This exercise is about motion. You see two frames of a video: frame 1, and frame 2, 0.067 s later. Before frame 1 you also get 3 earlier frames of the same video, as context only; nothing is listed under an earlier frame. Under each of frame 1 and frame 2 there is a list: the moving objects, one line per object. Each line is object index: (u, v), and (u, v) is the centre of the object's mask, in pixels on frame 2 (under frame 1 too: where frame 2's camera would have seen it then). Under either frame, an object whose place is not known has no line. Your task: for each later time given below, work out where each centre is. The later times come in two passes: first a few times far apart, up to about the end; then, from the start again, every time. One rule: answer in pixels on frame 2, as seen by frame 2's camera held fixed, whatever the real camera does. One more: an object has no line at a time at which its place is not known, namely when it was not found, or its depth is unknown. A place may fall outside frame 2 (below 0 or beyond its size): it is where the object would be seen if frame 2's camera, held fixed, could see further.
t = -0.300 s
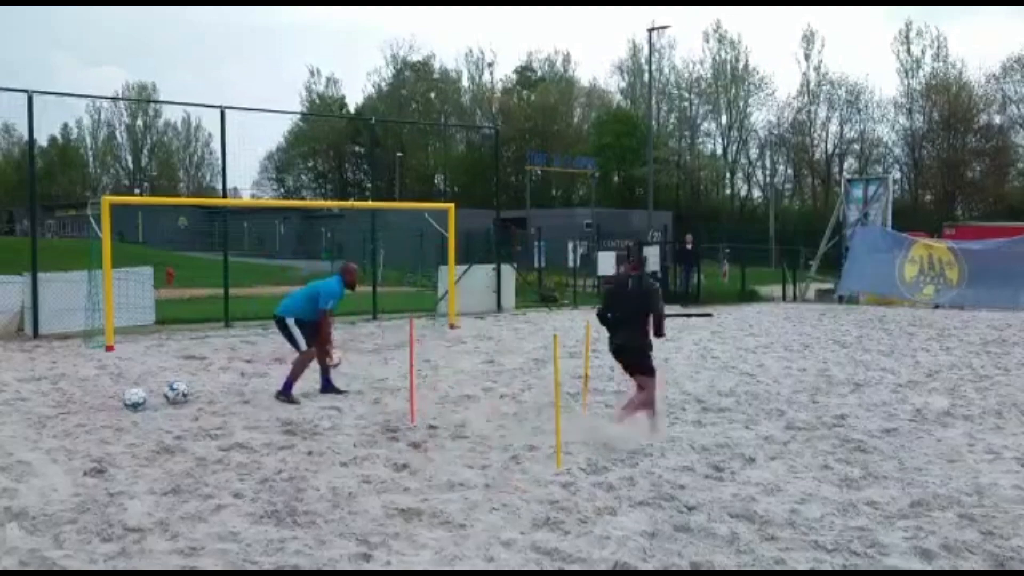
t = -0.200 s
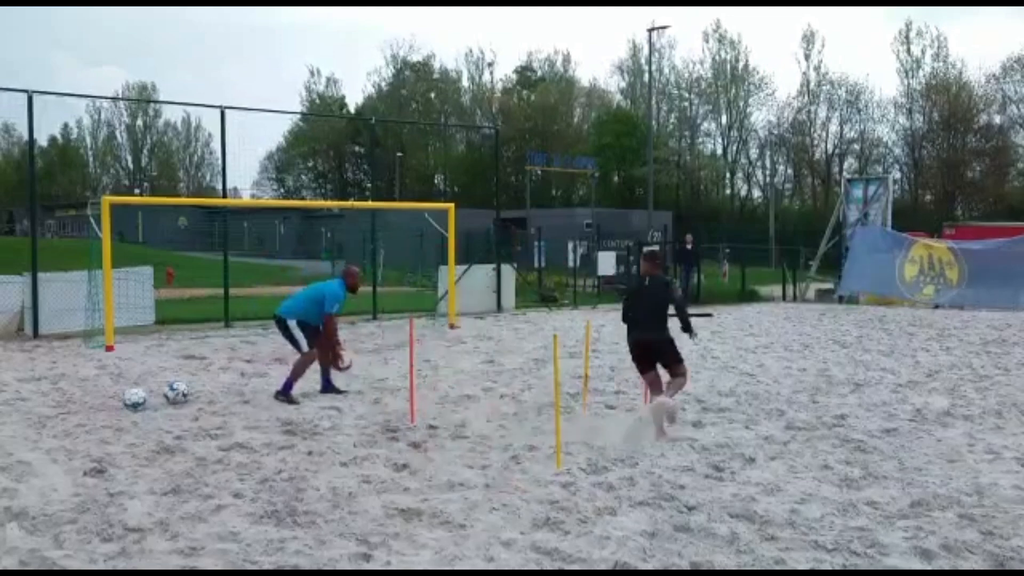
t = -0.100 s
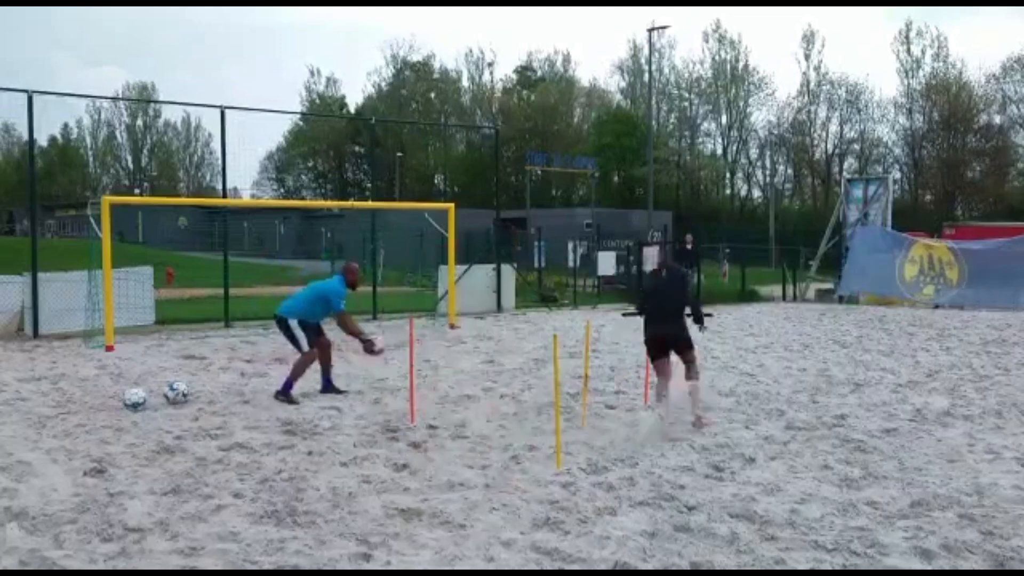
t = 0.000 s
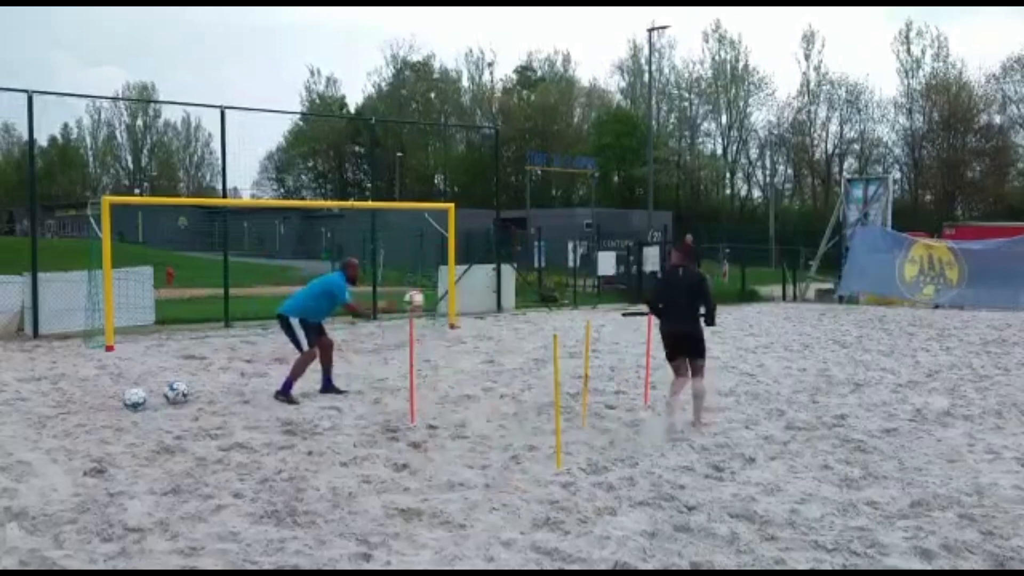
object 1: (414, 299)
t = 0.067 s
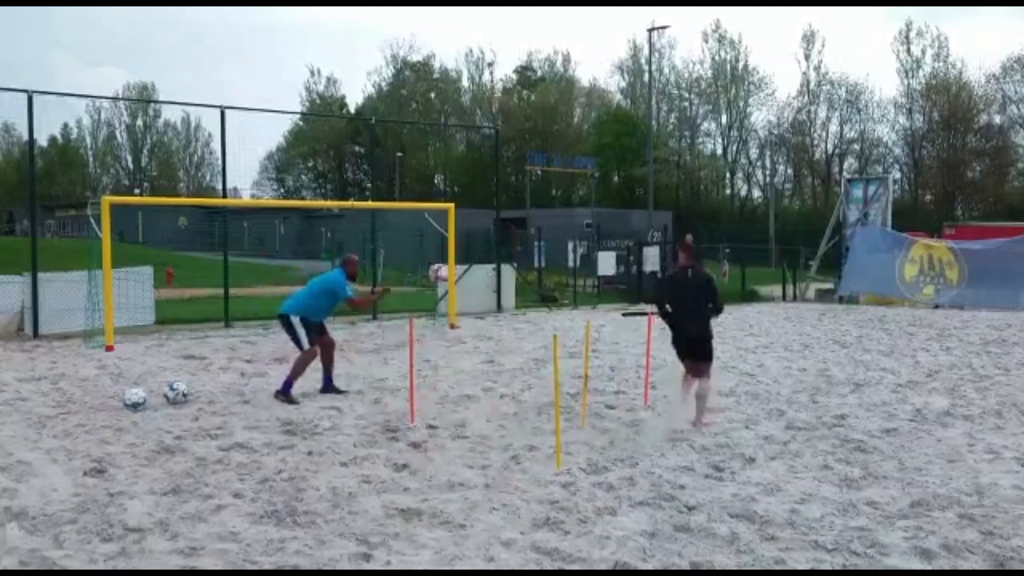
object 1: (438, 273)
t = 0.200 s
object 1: (488, 232)
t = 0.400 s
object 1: (558, 202)
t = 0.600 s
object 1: (624, 211)
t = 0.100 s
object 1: (452, 260)
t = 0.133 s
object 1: (465, 251)
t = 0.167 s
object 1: (476, 241)
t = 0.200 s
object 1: (488, 232)
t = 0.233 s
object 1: (500, 224)
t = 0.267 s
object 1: (512, 218)
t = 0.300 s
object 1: (524, 212)
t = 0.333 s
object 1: (535, 208)
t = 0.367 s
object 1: (547, 205)
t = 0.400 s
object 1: (558, 202)
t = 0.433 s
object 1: (570, 201)
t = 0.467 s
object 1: (580, 201)
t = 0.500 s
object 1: (592, 202)
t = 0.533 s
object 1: (603, 204)
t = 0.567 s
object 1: (613, 207)
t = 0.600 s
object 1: (624, 211)
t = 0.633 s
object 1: (635, 215)
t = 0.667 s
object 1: (644, 221)
